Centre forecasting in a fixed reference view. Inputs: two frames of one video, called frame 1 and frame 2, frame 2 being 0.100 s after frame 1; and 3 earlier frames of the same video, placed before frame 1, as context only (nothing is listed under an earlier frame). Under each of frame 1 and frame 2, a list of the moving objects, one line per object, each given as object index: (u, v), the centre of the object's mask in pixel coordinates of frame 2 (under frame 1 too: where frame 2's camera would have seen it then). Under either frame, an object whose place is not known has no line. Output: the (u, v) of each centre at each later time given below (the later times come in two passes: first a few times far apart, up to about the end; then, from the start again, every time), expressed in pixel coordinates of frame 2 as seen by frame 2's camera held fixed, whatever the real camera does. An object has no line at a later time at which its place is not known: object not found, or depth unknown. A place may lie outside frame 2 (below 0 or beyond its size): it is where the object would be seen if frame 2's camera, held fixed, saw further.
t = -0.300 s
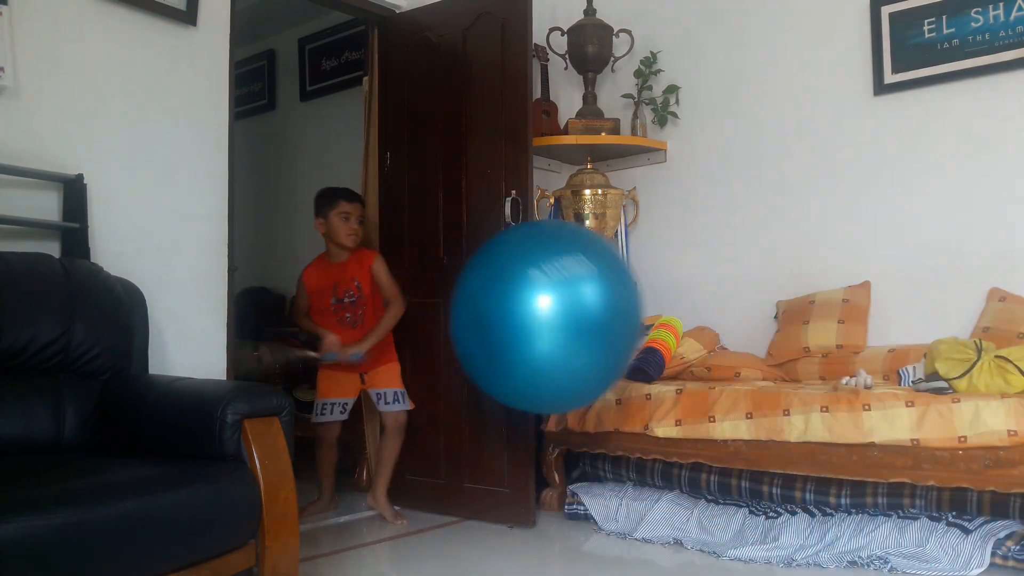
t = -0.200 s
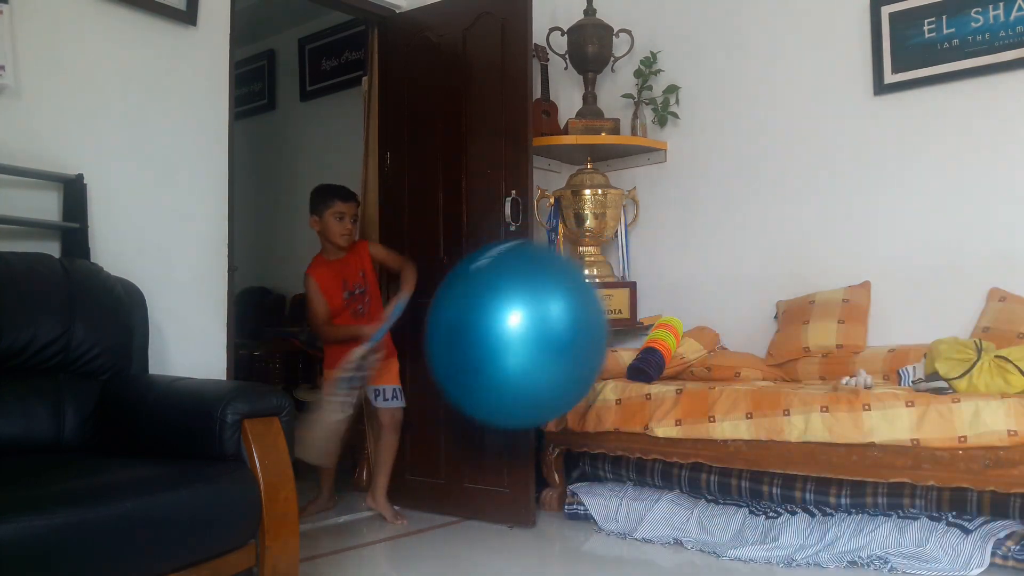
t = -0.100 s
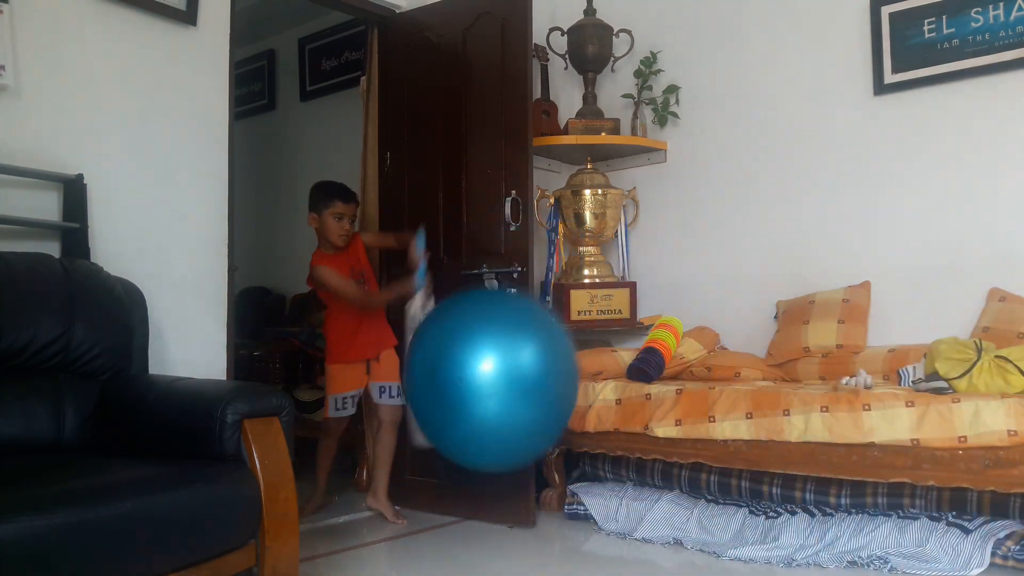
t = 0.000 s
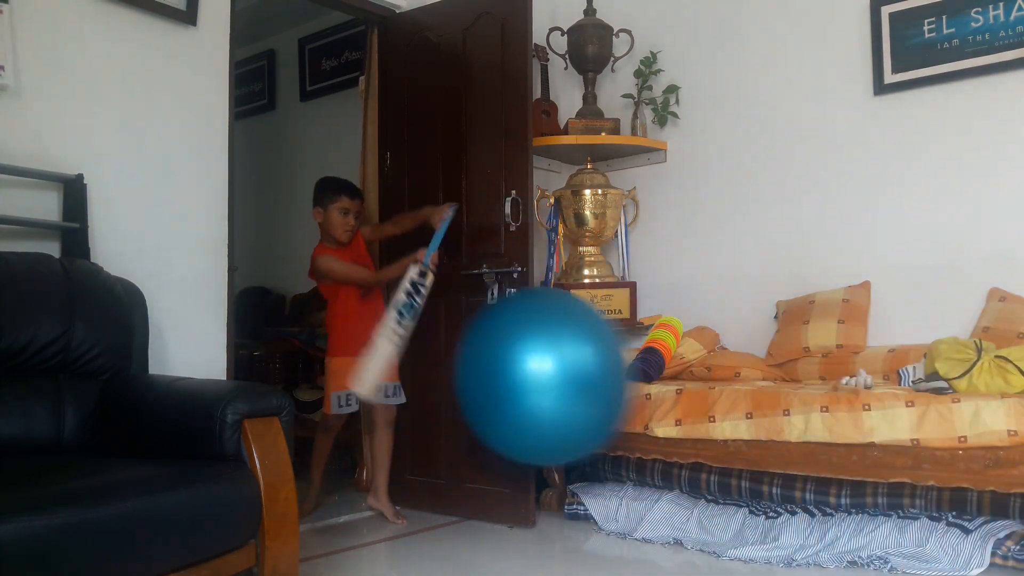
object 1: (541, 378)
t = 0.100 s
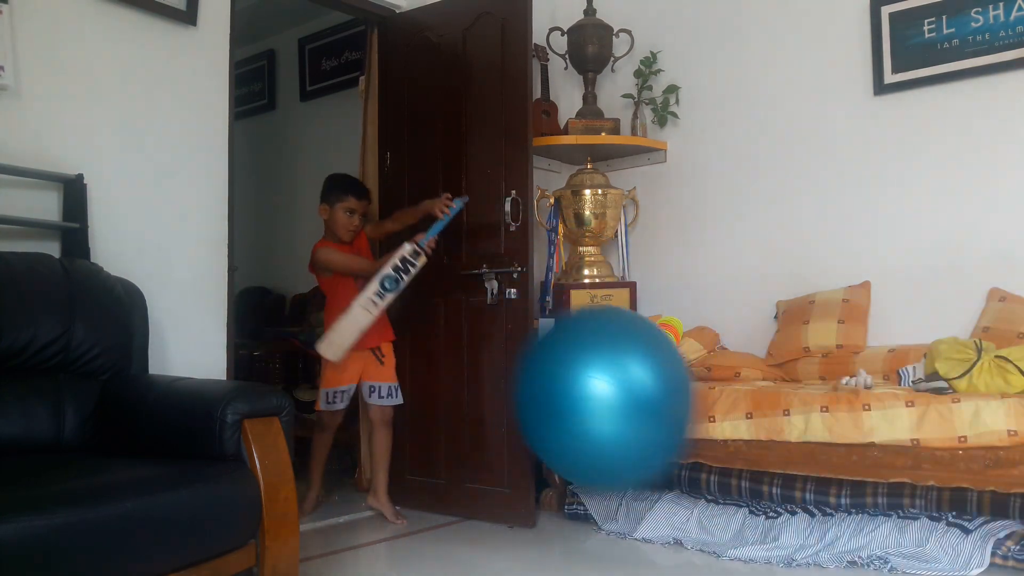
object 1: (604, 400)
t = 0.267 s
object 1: (702, 483)
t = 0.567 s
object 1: (740, 483)
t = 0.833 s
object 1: (798, 476)
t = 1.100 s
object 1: (877, 482)
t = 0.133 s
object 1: (625, 412)
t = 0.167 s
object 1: (648, 431)
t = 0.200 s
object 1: (670, 454)
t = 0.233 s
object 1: (690, 476)
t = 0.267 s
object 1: (702, 483)
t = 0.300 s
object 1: (705, 474)
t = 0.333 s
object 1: (709, 463)
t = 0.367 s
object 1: (713, 456)
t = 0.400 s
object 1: (717, 453)
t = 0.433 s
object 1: (721, 452)
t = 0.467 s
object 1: (726, 456)
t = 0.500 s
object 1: (731, 463)
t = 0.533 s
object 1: (736, 473)
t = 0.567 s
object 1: (740, 483)
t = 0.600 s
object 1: (745, 494)
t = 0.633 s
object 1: (751, 495)
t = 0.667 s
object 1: (758, 489)
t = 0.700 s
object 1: (766, 482)
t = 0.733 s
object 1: (773, 477)
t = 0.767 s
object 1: (782, 474)
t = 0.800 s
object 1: (790, 474)
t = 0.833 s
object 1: (798, 476)
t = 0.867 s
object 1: (807, 481)
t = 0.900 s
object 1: (816, 489)
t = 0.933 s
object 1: (825, 499)
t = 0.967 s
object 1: (835, 505)
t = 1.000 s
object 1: (847, 500)
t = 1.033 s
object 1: (859, 493)
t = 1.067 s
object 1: (870, 487)
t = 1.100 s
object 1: (877, 482)
